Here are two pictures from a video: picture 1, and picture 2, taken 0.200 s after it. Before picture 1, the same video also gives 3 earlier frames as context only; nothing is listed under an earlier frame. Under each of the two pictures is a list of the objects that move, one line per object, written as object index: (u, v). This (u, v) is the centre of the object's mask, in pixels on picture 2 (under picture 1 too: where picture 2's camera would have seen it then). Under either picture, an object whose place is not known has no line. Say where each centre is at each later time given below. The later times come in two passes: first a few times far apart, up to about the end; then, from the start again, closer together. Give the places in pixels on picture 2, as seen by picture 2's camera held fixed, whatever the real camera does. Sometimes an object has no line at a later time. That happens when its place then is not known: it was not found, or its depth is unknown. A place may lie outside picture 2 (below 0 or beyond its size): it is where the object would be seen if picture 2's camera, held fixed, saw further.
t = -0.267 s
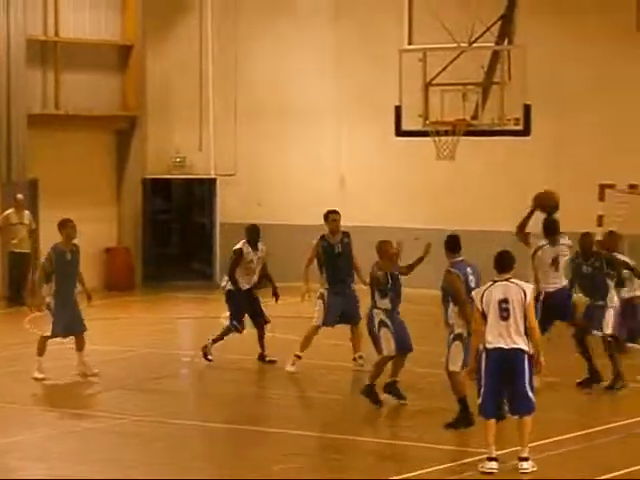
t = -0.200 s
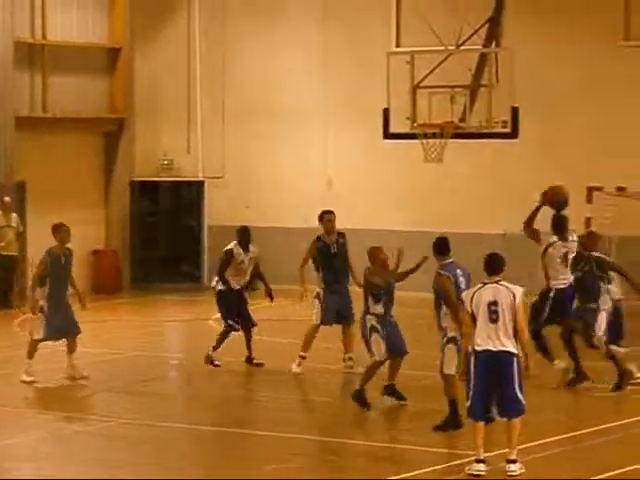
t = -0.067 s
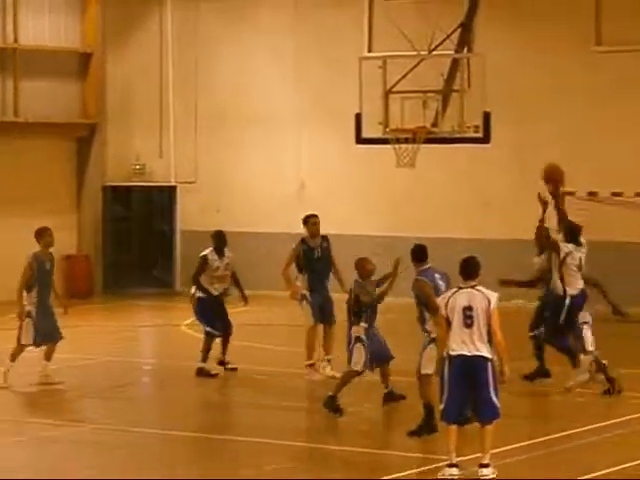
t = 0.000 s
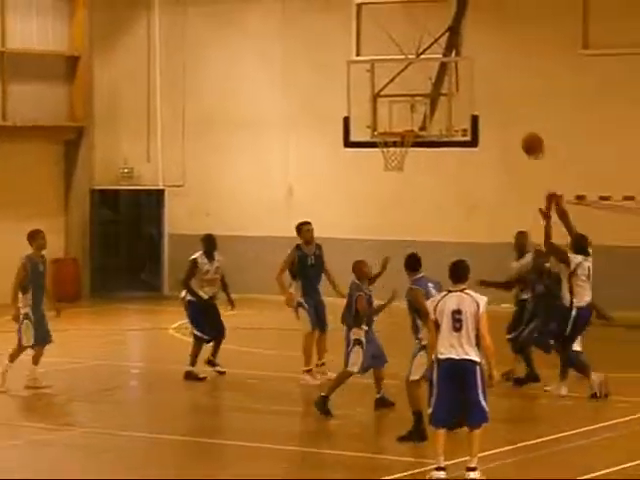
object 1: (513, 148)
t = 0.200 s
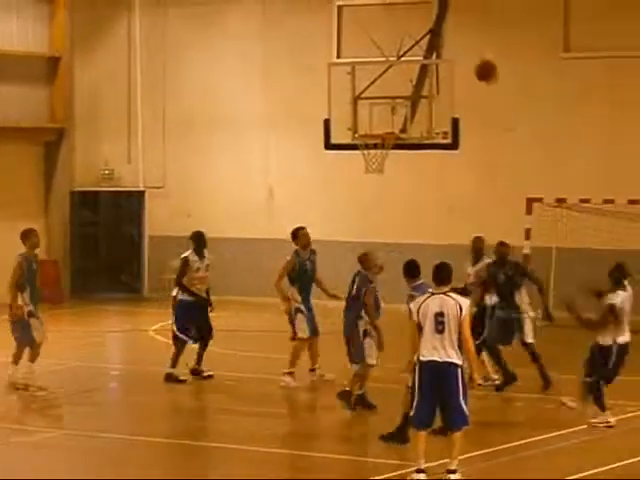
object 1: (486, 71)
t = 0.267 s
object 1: (477, 55)
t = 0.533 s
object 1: (448, 33)
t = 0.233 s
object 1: (482, 63)
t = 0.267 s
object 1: (477, 55)
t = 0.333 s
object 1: (469, 43)
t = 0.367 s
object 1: (464, 39)
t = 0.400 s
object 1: (460, 36)
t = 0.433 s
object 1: (456, 33)
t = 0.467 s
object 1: (453, 32)
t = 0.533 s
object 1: (448, 33)
